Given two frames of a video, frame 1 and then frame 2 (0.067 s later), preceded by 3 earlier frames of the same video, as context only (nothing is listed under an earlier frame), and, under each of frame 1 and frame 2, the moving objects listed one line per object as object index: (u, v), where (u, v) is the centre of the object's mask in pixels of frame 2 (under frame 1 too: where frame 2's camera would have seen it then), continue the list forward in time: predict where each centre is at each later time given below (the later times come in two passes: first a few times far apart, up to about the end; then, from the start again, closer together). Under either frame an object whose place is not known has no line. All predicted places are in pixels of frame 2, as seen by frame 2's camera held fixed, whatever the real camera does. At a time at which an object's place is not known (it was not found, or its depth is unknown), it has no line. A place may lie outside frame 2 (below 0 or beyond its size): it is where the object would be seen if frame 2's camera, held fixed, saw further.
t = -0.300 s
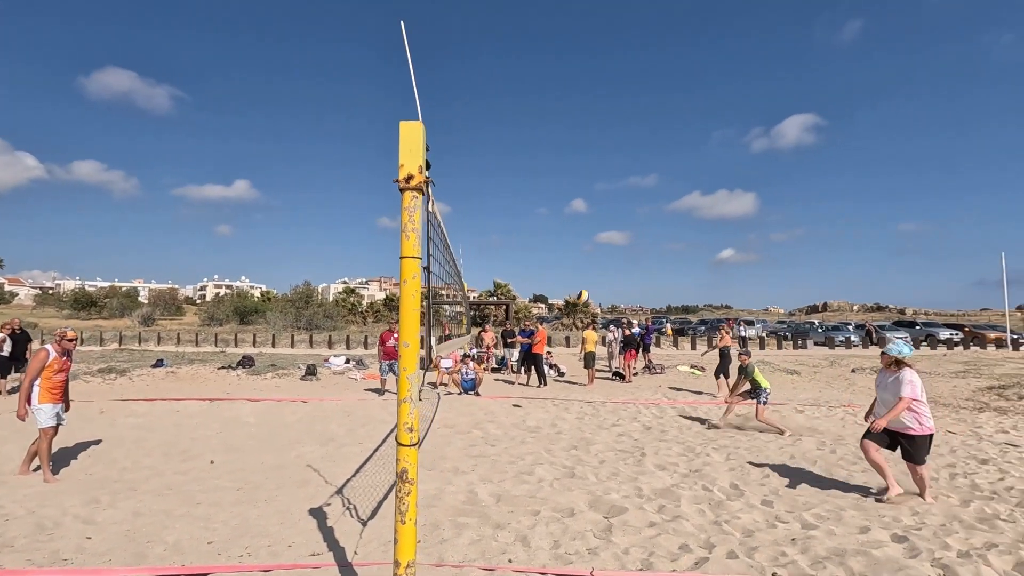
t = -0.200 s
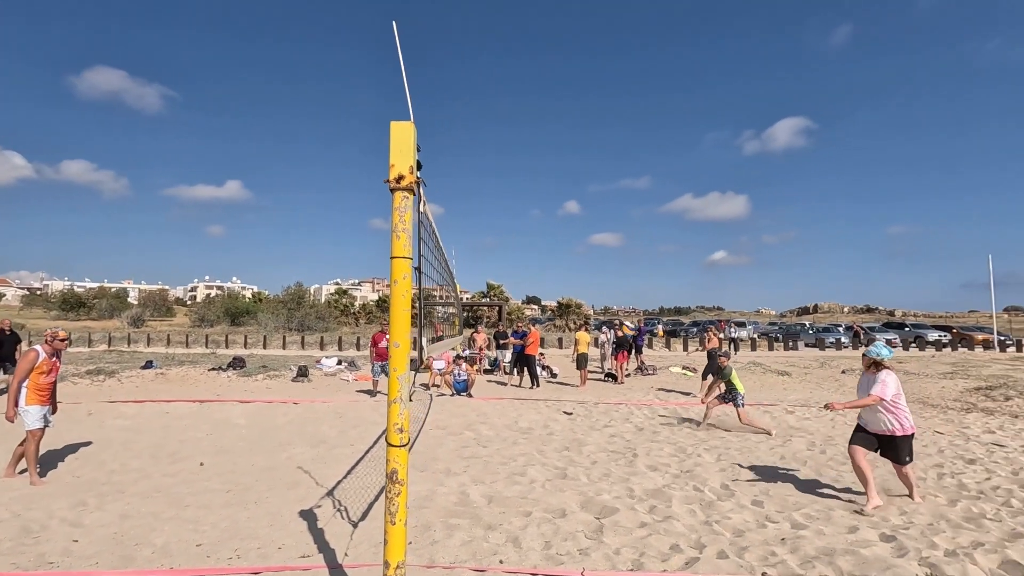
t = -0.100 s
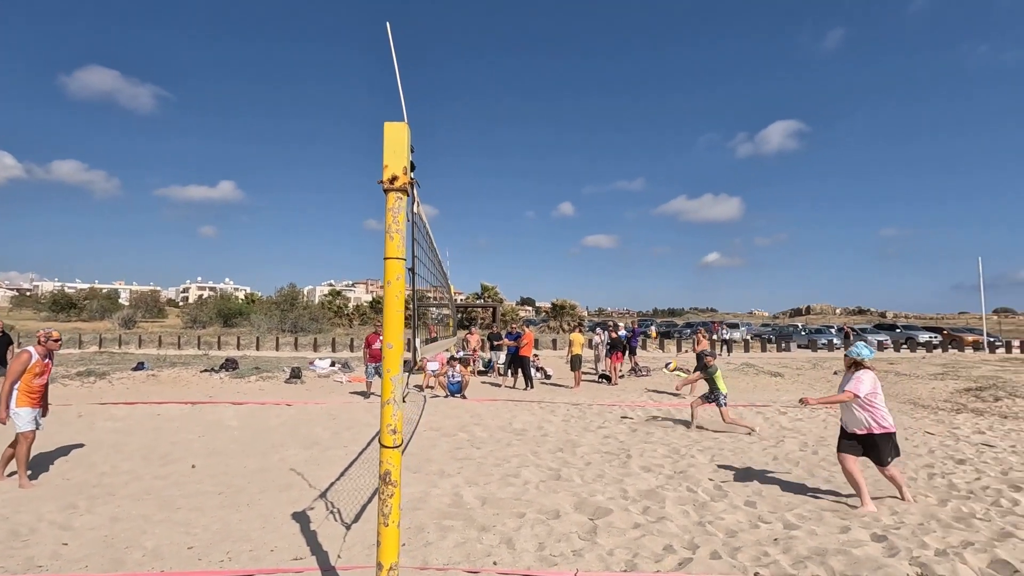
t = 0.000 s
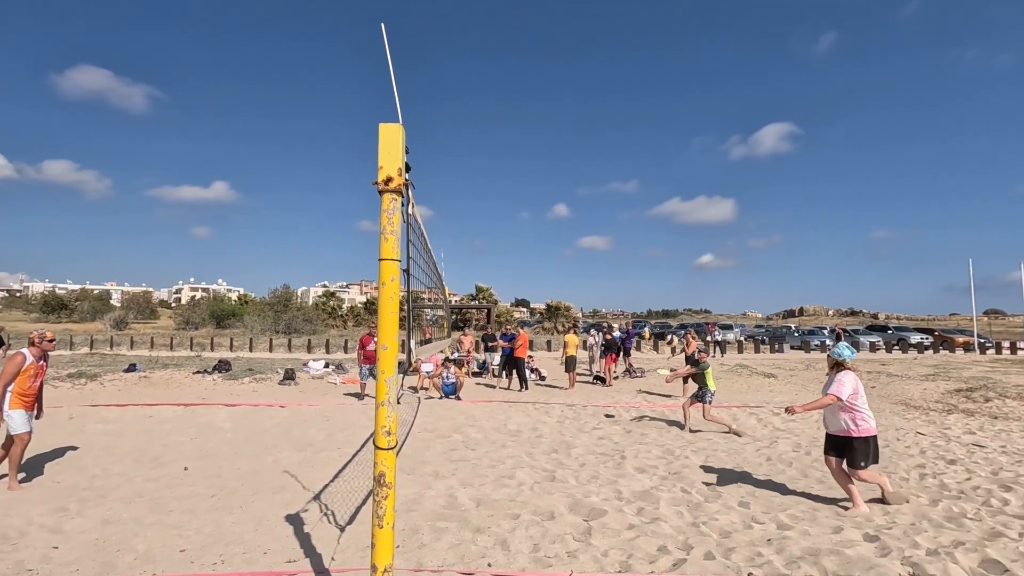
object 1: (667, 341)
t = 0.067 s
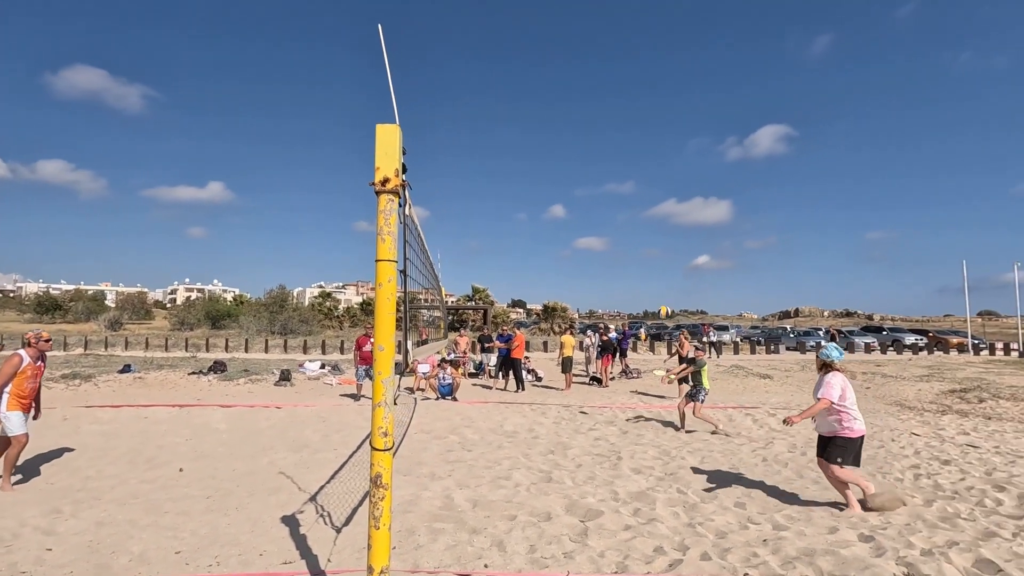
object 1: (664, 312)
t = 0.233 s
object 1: (656, 246)
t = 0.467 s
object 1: (650, 174)
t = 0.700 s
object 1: (646, 131)
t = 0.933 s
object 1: (646, 120)
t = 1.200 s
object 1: (647, 155)
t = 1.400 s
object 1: (650, 217)
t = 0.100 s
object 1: (662, 298)
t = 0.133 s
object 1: (660, 284)
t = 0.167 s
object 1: (658, 271)
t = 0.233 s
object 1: (656, 246)
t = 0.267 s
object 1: (654, 234)
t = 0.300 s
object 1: (654, 223)
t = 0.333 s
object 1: (653, 212)
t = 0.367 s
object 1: (652, 202)
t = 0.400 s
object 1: (651, 192)
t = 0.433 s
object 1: (650, 183)
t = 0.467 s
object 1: (650, 174)
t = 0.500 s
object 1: (648, 167)
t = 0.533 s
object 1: (648, 159)
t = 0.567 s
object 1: (648, 152)
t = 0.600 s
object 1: (648, 146)
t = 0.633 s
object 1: (647, 140)
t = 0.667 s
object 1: (647, 136)
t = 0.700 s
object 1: (646, 131)
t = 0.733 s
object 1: (647, 127)
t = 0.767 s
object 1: (647, 125)
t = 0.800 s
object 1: (646, 122)
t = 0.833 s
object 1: (647, 121)
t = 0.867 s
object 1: (646, 120)
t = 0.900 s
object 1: (646, 119)
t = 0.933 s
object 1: (646, 120)
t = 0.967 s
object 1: (647, 122)
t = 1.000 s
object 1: (647, 124)
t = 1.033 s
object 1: (646, 128)
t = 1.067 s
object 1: (647, 131)
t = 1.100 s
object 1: (647, 135)
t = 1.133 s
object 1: (647, 142)
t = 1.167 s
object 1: (647, 148)
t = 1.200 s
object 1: (647, 155)
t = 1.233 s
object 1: (647, 164)
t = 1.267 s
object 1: (648, 173)
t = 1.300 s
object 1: (648, 183)
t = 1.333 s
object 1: (649, 193)
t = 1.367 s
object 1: (650, 205)
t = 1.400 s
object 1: (650, 217)
